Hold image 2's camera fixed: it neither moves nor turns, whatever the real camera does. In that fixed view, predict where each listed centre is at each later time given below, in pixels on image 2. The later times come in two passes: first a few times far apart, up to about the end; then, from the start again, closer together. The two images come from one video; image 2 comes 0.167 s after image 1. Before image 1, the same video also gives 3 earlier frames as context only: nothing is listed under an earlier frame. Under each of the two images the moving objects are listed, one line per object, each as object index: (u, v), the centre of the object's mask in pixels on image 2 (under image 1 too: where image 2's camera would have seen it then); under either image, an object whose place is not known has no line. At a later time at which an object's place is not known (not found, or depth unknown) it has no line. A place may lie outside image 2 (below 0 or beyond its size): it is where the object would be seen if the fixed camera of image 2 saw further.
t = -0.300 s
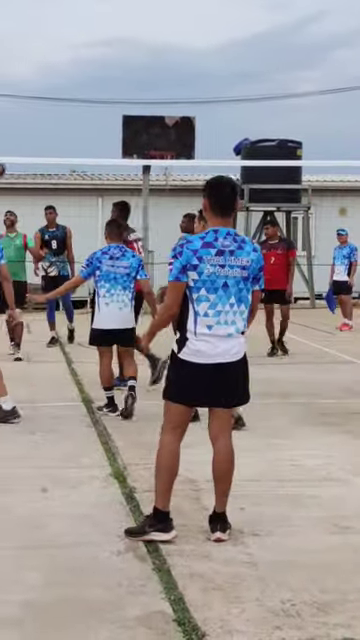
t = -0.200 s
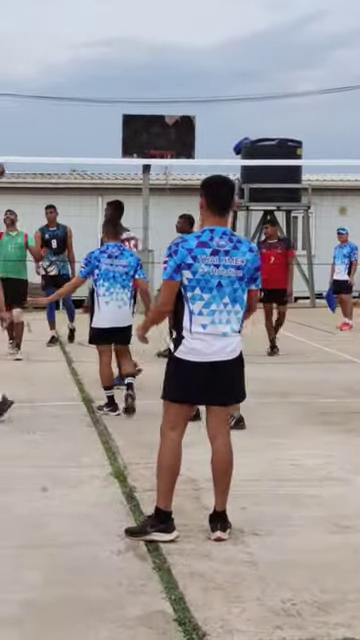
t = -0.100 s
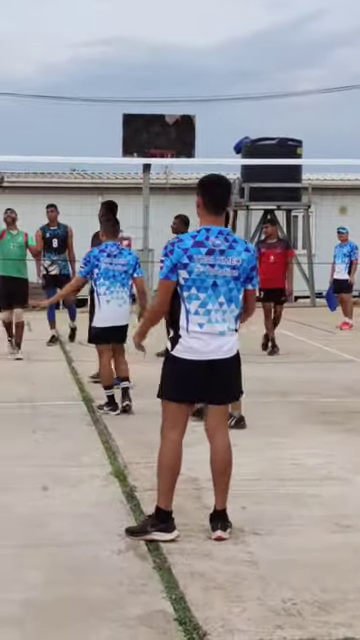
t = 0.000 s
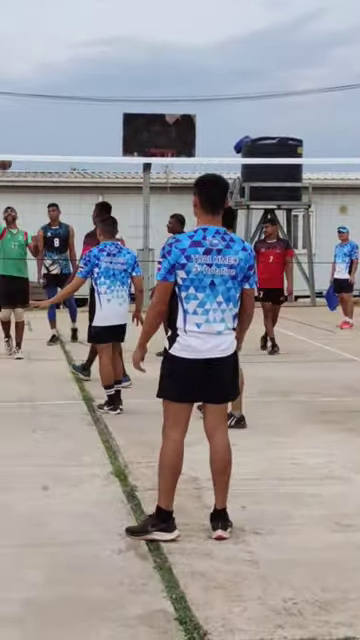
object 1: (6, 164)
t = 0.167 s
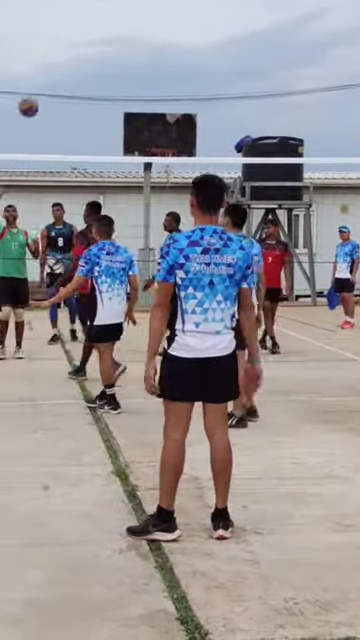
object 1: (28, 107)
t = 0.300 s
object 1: (52, 75)
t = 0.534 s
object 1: (105, 50)
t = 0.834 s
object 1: (214, 130)
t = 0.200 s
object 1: (34, 98)
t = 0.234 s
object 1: (39, 89)
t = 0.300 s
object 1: (52, 75)
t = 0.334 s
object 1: (59, 68)
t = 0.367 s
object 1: (65, 62)
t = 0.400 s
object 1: (73, 58)
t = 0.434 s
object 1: (80, 54)
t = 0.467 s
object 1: (88, 51)
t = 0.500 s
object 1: (96, 50)
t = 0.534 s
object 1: (105, 50)
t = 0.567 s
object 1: (115, 52)
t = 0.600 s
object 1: (125, 54)
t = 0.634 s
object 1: (135, 59)
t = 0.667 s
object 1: (147, 65)
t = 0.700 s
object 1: (158, 74)
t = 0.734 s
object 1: (171, 84)
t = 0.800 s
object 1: (198, 112)
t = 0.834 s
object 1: (214, 130)
